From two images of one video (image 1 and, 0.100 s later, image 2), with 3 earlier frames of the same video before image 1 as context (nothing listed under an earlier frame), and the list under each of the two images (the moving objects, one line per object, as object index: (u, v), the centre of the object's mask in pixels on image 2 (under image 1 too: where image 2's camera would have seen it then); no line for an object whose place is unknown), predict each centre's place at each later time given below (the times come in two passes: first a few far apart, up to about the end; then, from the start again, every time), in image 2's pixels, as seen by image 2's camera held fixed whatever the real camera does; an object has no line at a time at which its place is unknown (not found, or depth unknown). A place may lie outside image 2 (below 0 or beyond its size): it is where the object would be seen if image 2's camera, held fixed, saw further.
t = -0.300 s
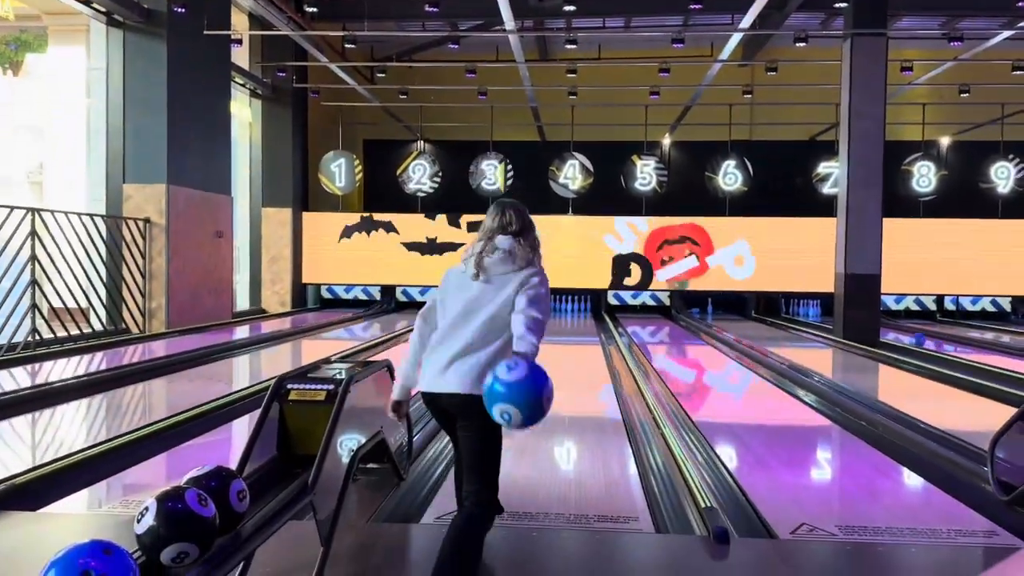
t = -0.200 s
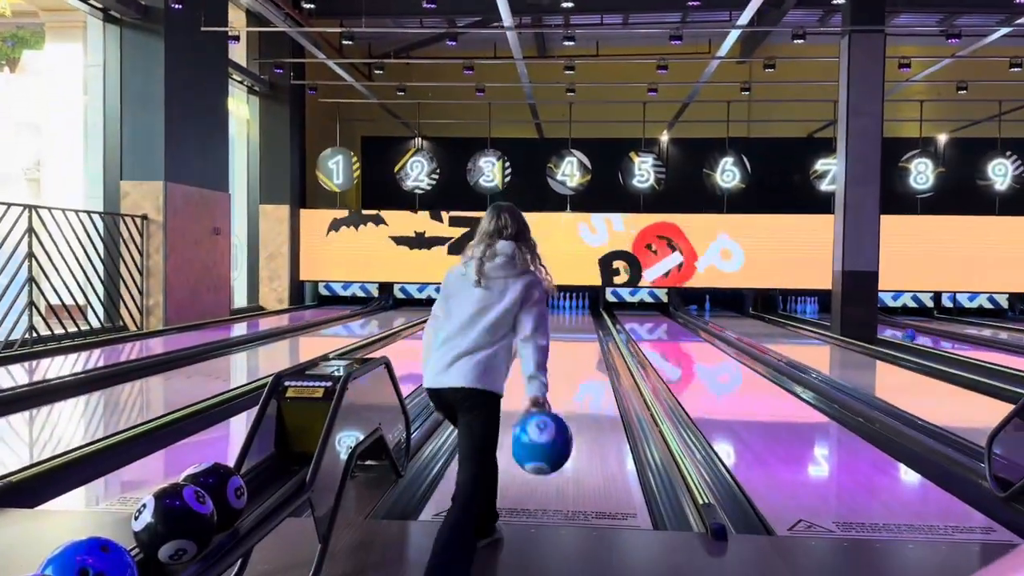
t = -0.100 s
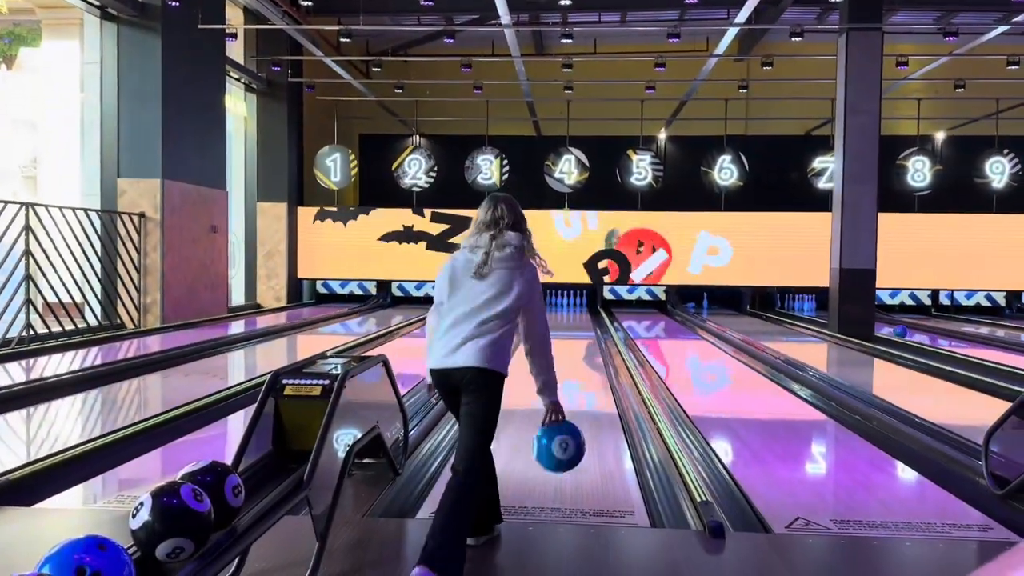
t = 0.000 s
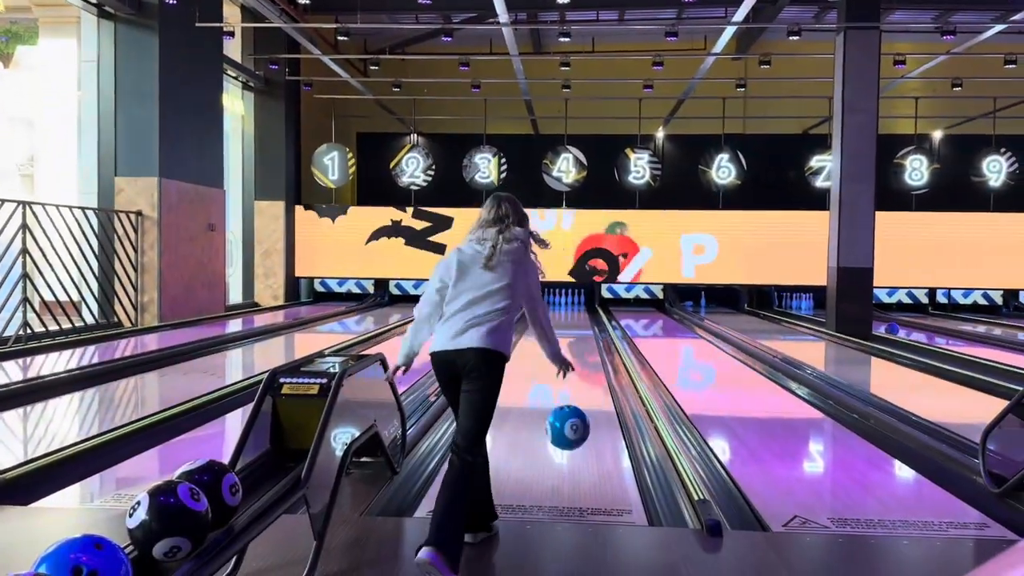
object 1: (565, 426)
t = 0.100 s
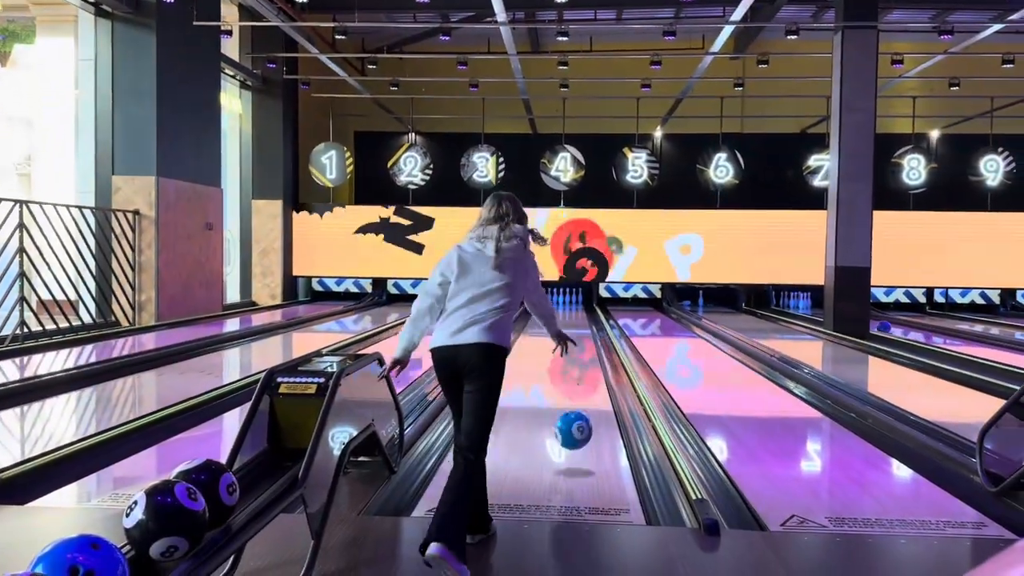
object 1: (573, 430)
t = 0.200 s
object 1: (580, 424)
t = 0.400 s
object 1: (588, 395)
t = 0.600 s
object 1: (593, 374)
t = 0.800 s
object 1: (597, 359)
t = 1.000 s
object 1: (600, 347)
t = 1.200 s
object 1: (603, 342)
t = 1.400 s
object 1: (600, 335)
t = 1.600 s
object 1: (597, 328)
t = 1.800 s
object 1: (596, 323)
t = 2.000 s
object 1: (594, 319)
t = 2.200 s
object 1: (593, 316)
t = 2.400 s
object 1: (591, 312)
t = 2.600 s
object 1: (590, 309)
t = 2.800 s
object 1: (589, 307)
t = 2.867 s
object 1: (589, 307)
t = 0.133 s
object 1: (575, 435)
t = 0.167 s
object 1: (578, 434)
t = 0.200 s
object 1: (580, 424)
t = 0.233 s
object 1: (581, 417)
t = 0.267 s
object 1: (582, 412)
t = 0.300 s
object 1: (584, 408)
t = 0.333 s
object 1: (585, 405)
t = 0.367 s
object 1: (586, 400)
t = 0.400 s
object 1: (588, 395)
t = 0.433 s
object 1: (588, 391)
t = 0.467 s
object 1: (590, 388)
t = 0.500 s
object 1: (591, 384)
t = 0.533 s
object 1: (591, 380)
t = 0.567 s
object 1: (592, 377)
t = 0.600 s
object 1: (593, 374)
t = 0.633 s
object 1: (594, 372)
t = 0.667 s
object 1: (595, 368)
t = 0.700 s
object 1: (595, 366)
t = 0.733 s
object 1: (596, 363)
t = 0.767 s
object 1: (596, 361)
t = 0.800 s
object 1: (597, 359)
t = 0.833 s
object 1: (597, 356)
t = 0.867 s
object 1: (598, 355)
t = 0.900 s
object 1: (598, 353)
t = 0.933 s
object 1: (599, 350)
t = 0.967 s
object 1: (600, 348)
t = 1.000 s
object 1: (600, 347)
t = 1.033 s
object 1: (601, 346)
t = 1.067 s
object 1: (601, 346)
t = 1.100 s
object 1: (602, 345)
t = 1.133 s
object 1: (603, 345)
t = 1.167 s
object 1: (604, 344)
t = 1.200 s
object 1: (603, 342)
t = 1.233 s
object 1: (602, 341)
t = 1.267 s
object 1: (601, 339)
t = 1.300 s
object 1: (600, 338)
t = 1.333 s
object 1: (600, 337)
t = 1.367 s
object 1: (600, 336)
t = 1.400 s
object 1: (600, 335)
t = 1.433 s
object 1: (599, 333)
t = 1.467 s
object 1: (599, 332)
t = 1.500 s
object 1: (598, 331)
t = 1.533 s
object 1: (598, 331)
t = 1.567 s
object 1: (597, 330)
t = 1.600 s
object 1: (597, 328)
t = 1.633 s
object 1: (597, 328)
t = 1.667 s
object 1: (597, 327)
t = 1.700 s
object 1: (597, 326)
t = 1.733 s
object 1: (597, 326)
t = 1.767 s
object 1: (596, 324)
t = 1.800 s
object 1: (596, 323)
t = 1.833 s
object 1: (595, 322)
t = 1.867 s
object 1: (595, 322)
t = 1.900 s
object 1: (595, 322)
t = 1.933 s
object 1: (595, 320)
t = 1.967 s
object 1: (594, 319)
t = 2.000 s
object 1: (594, 319)
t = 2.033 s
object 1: (594, 318)
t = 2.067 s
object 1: (593, 318)
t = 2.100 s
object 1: (593, 317)
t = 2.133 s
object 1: (593, 317)
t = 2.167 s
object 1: (593, 316)
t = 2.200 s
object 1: (593, 316)
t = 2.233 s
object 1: (592, 315)
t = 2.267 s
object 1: (592, 314)
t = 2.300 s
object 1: (592, 314)
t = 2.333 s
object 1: (591, 313)
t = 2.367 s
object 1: (591, 313)
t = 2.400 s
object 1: (591, 312)
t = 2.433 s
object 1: (590, 311)
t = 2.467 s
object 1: (590, 311)
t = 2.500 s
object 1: (590, 311)
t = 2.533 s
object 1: (590, 310)
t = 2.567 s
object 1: (590, 310)
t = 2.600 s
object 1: (590, 309)
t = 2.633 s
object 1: (590, 309)
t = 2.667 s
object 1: (590, 309)
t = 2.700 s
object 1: (590, 308)
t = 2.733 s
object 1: (589, 308)
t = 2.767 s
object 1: (589, 308)
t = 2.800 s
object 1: (589, 307)
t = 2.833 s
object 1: (589, 307)
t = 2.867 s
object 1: (589, 307)
